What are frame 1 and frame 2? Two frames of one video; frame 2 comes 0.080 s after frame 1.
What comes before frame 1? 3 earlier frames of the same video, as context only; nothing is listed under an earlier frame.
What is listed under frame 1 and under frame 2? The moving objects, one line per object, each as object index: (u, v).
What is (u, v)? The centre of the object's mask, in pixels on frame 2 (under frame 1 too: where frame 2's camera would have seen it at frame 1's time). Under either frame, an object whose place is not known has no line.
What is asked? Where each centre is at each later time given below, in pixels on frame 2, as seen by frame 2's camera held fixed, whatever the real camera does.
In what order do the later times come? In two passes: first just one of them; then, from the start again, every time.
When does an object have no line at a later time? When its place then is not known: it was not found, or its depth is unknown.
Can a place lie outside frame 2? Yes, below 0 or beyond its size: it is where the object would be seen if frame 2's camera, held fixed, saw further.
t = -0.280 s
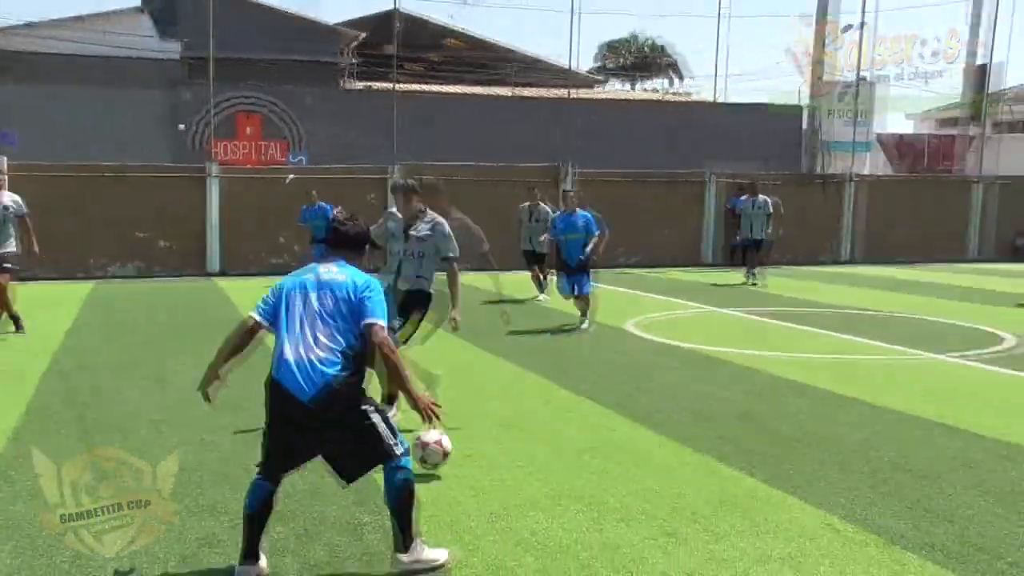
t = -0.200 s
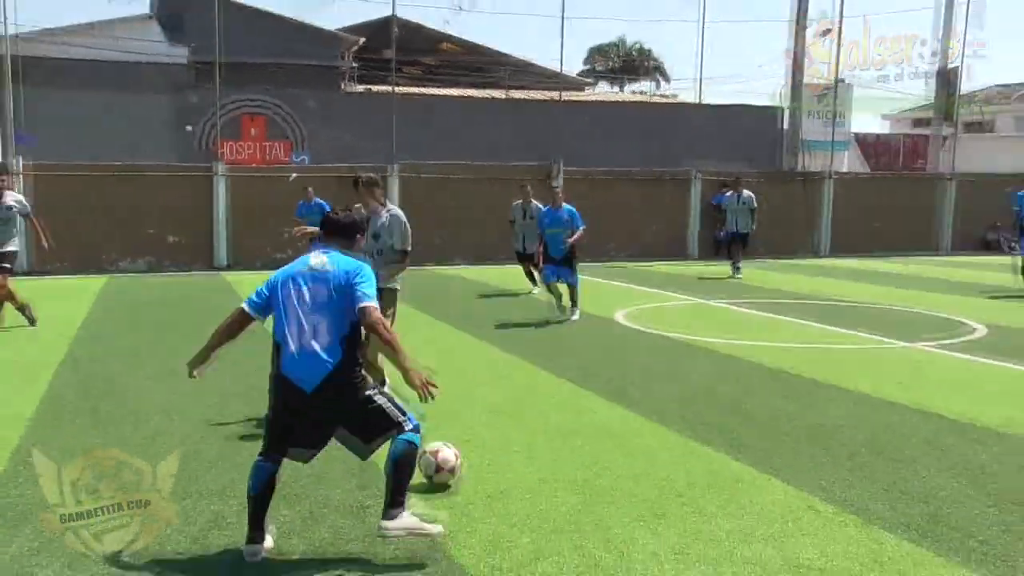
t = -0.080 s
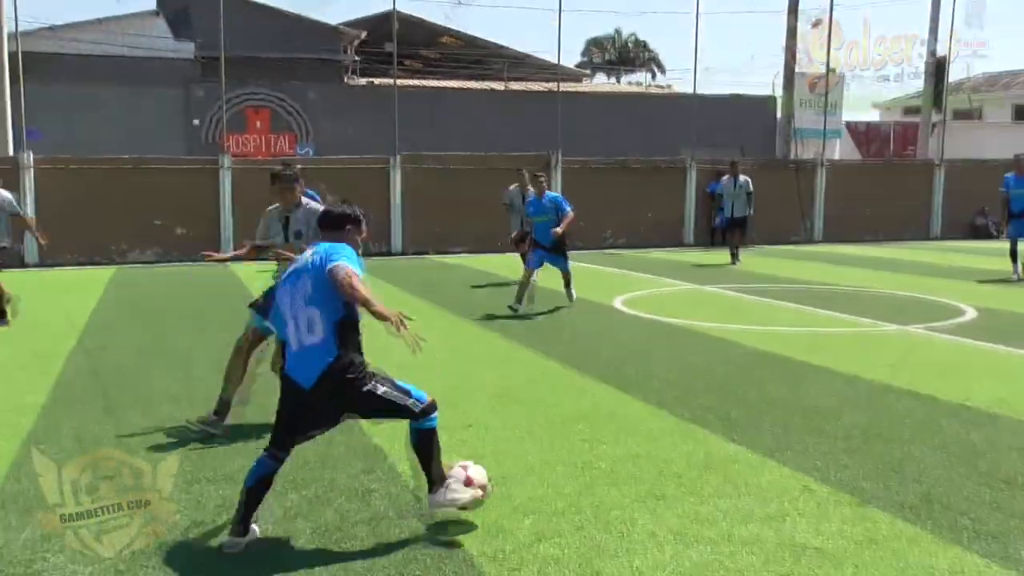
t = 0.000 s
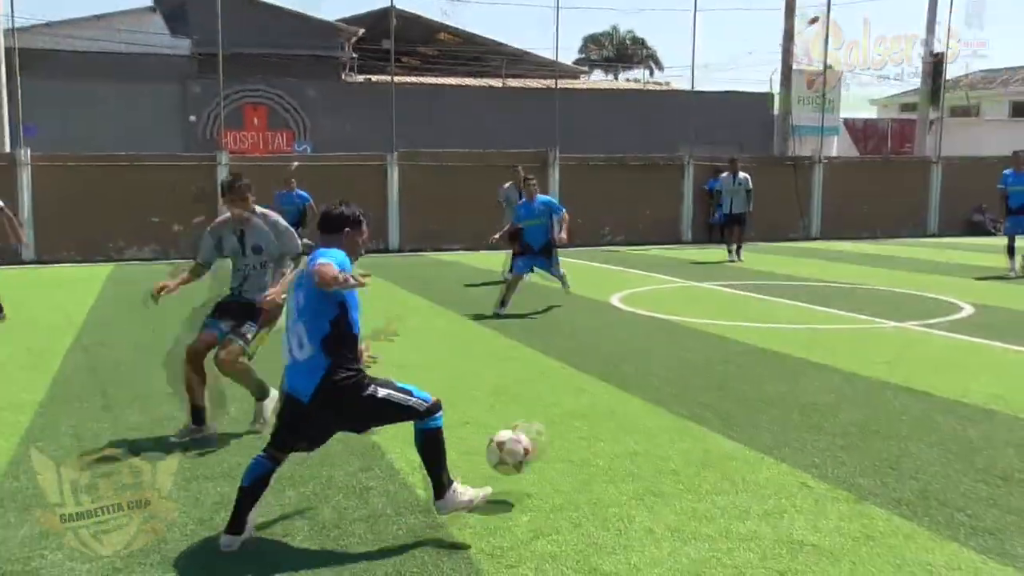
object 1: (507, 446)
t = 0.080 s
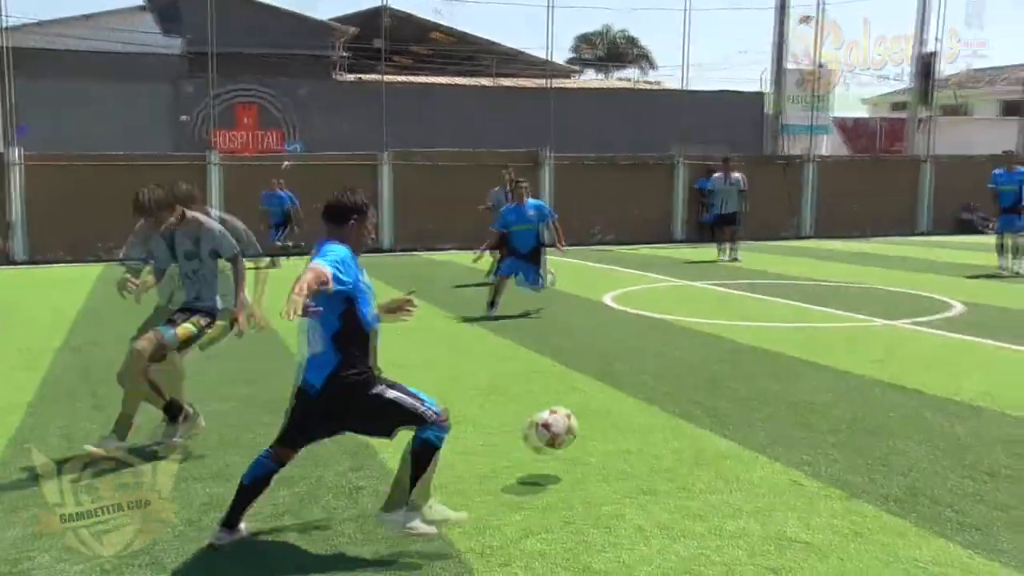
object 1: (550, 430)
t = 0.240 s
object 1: (615, 426)
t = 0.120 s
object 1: (574, 425)
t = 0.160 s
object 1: (588, 424)
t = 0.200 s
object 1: (603, 425)
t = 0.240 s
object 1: (615, 426)
